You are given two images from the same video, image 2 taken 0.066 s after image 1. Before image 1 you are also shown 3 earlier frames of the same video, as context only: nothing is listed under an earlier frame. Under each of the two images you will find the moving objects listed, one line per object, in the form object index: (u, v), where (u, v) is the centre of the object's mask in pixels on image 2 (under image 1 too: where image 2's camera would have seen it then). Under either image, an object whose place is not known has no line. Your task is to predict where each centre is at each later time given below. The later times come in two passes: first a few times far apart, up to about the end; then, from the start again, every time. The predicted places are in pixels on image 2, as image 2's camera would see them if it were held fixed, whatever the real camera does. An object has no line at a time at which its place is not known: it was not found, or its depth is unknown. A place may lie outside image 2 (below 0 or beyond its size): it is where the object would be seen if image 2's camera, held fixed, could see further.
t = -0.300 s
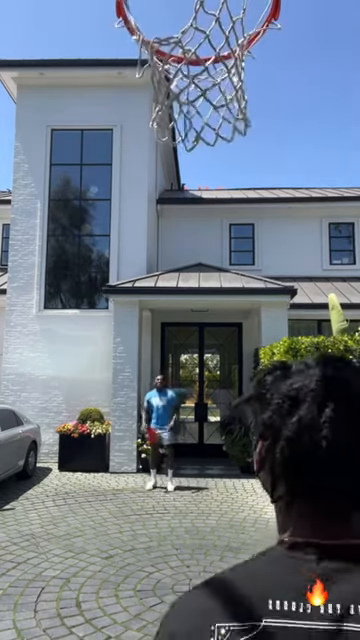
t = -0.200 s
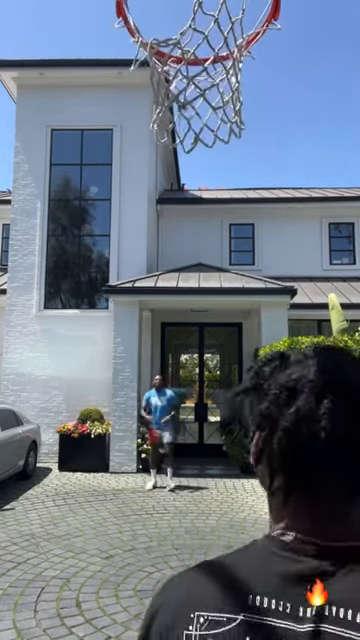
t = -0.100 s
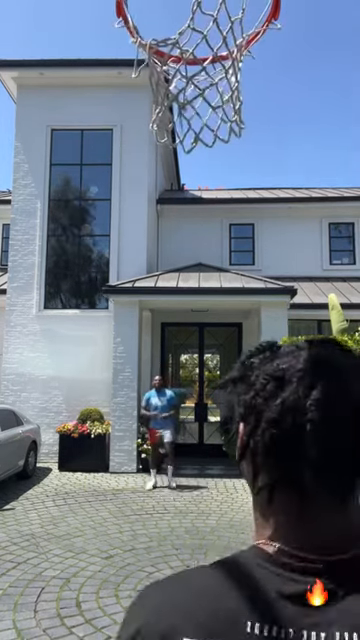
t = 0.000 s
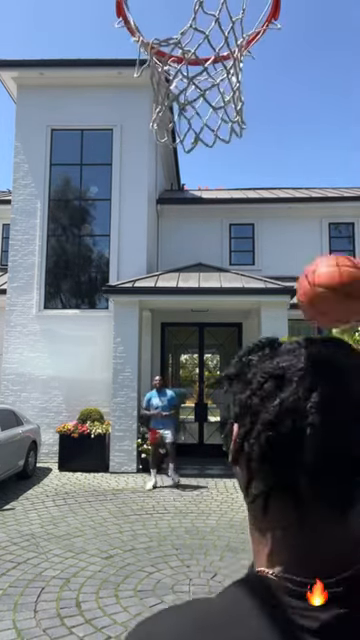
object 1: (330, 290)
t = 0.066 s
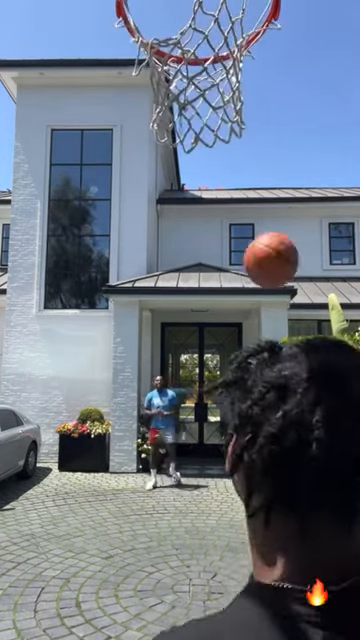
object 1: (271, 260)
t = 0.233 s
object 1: (201, 246)
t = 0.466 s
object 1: (162, 277)
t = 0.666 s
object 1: (147, 319)
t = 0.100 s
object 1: (251, 252)
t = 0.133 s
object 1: (233, 248)
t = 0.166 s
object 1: (221, 246)
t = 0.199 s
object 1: (210, 246)
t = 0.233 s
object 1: (201, 246)
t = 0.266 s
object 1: (193, 249)
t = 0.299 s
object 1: (187, 251)
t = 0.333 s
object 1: (180, 256)
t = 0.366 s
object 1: (175, 260)
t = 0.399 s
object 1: (171, 265)
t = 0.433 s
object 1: (166, 271)
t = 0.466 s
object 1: (162, 277)
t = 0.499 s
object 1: (160, 281)
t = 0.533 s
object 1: (156, 290)
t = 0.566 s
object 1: (154, 297)
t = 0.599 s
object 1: (151, 304)
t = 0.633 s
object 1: (149, 311)
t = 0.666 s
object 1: (147, 319)
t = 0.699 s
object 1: (145, 326)
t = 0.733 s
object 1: (144, 334)
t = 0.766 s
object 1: (141, 342)
